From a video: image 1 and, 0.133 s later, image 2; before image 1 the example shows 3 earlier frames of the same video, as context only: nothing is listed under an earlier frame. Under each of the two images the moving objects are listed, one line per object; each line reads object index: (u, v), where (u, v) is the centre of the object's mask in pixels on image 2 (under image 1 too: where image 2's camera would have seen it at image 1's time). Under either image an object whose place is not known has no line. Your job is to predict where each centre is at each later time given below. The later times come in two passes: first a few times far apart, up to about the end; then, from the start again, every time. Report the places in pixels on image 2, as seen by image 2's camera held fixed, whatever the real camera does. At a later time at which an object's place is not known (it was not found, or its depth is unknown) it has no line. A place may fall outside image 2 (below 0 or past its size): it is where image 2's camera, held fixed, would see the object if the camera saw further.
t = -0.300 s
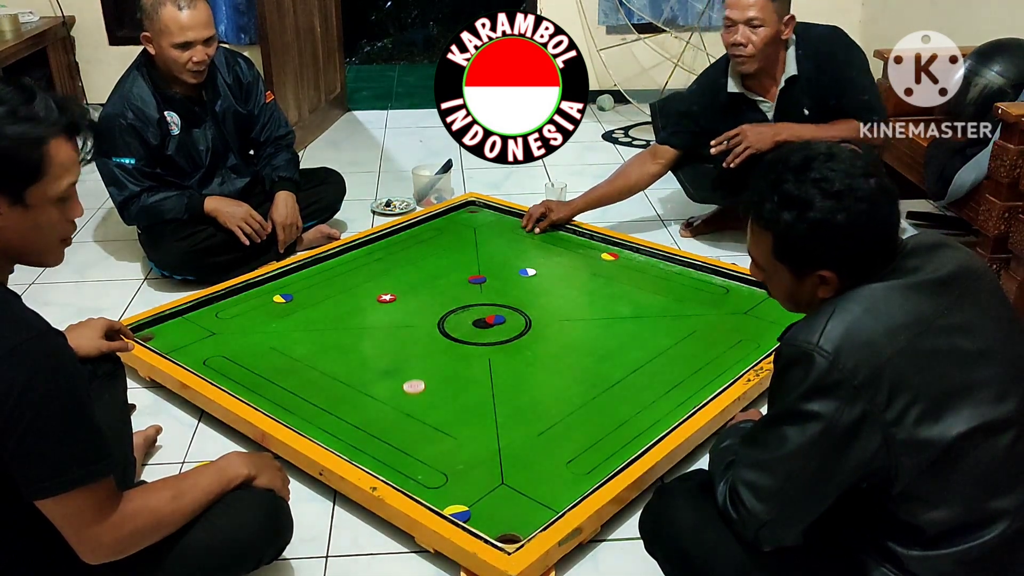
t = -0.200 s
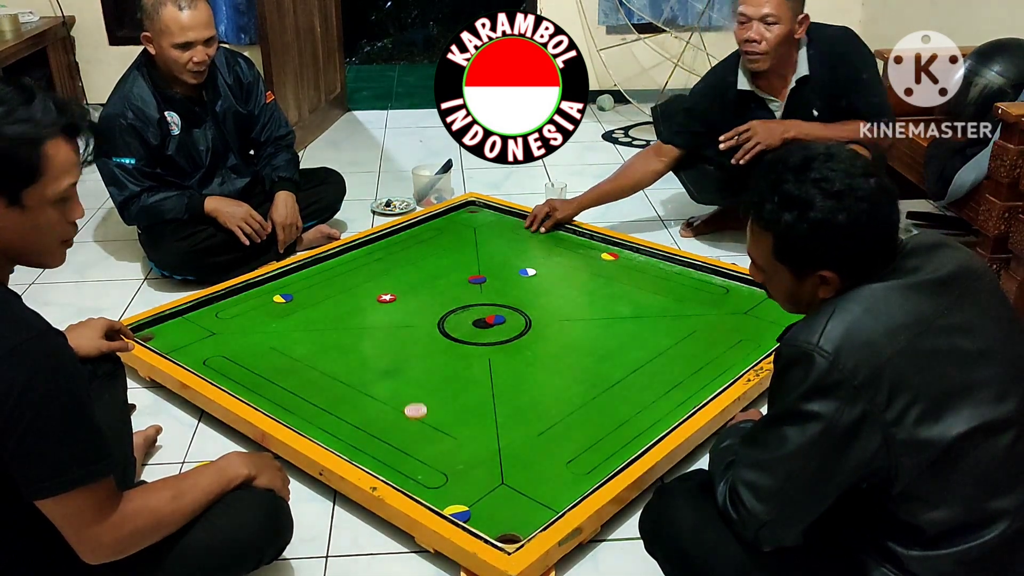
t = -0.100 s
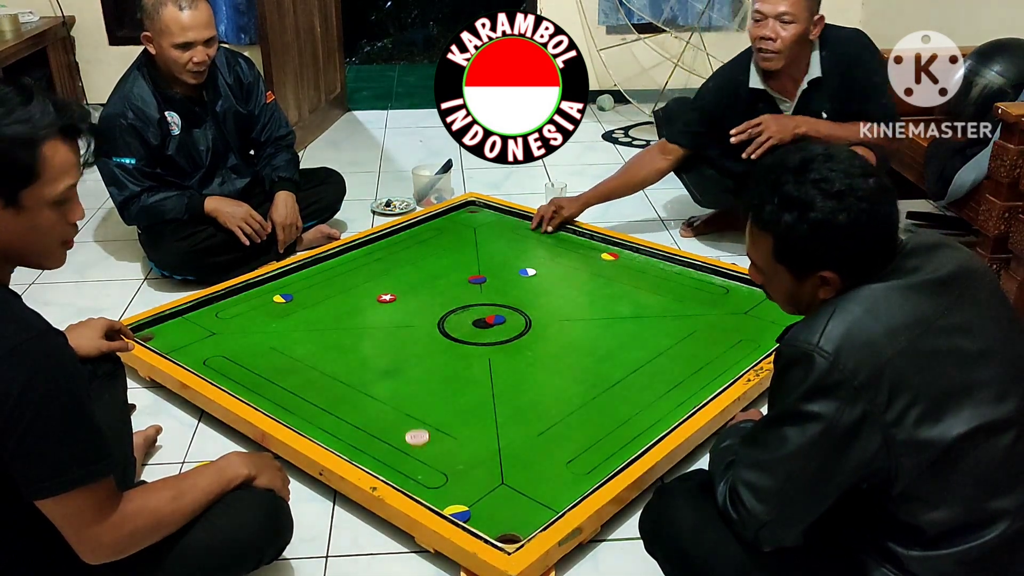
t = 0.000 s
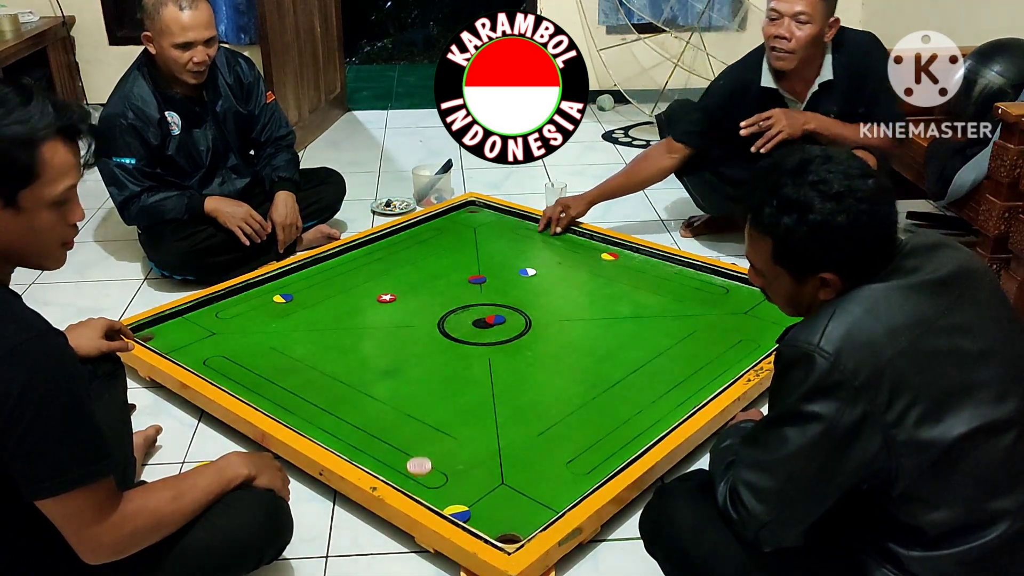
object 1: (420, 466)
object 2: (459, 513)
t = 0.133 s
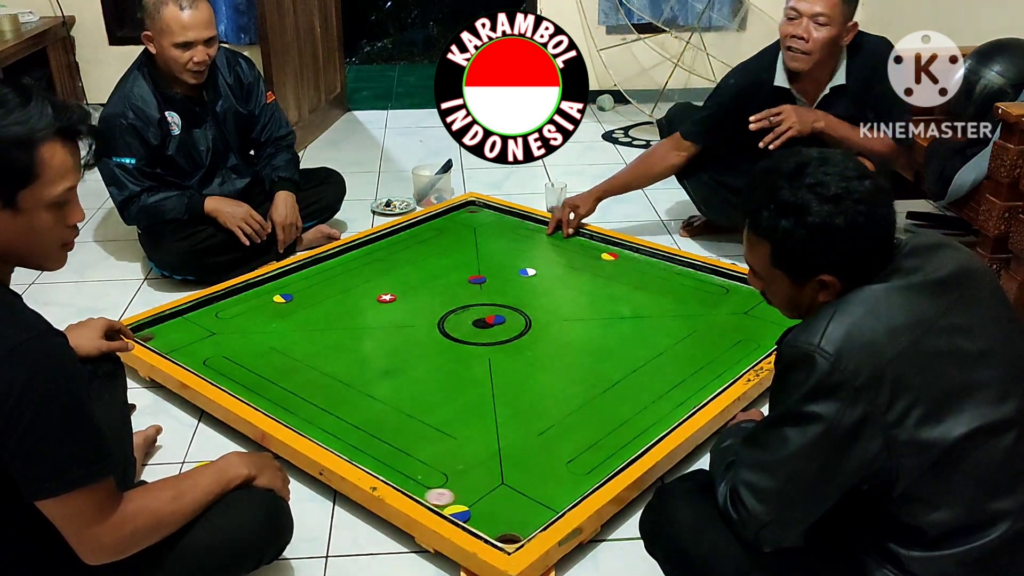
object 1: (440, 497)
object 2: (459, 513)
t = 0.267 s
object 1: (490, 488)
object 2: (474, 517)
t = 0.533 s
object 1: (581, 470)
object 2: (508, 528)
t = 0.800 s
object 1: (625, 436)
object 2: (521, 528)
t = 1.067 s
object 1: (640, 400)
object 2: (520, 522)
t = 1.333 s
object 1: (653, 371)
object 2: (519, 522)
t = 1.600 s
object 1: (665, 347)
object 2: (518, 523)
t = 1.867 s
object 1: (674, 326)
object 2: (517, 525)
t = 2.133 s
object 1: (681, 309)
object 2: (516, 528)
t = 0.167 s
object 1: (454, 496)
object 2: (461, 513)
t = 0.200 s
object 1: (466, 493)
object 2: (465, 515)
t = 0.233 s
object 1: (478, 491)
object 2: (469, 516)
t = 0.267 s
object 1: (490, 488)
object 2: (474, 517)
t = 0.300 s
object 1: (502, 486)
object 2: (478, 519)
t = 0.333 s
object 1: (513, 483)
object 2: (482, 520)
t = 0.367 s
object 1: (525, 481)
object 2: (486, 521)
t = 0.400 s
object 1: (537, 478)
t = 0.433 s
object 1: (548, 476)
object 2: (495, 524)
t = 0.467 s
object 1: (559, 474)
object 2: (499, 525)
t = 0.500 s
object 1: (570, 472)
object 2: (504, 526)
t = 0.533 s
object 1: (581, 470)
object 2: (508, 528)
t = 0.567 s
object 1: (592, 468)
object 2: (512, 530)
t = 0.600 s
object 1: (602, 466)
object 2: (516, 531)
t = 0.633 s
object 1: (611, 463)
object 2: (519, 532)
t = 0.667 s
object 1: (616, 458)
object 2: (521, 532)
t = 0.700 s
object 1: (619, 453)
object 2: (521, 531)
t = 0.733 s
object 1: (622, 447)
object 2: (521, 529)
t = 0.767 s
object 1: (623, 442)
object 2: (521, 528)
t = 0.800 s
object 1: (625, 436)
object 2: (521, 528)
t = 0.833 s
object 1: (627, 431)
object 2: (521, 527)
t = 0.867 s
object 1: (629, 426)
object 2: (521, 526)
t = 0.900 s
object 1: (631, 421)
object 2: (521, 525)
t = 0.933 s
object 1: (633, 416)
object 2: (520, 524)
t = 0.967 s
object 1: (635, 412)
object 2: (520, 524)
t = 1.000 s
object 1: (637, 408)
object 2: (520, 523)
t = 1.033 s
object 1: (638, 404)
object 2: (520, 523)
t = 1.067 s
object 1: (640, 400)
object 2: (520, 522)
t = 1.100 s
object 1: (641, 396)
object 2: (519, 522)
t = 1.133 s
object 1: (643, 392)
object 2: (519, 522)
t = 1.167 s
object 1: (645, 388)
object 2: (519, 522)
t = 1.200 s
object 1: (647, 385)
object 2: (519, 522)
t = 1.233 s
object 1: (648, 381)
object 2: (519, 522)
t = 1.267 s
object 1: (650, 378)
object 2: (519, 522)
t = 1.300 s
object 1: (652, 374)
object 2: (519, 522)
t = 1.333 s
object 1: (653, 371)
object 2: (519, 522)
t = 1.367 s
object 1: (654, 368)
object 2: (519, 522)
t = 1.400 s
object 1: (656, 364)
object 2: (519, 522)
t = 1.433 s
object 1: (657, 361)
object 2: (519, 522)
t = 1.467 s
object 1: (659, 358)
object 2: (519, 522)
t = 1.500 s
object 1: (660, 355)
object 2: (518, 522)
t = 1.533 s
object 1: (662, 353)
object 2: (519, 523)
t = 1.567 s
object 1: (663, 350)
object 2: (518, 523)
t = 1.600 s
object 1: (665, 347)
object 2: (518, 523)
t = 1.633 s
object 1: (666, 344)
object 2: (518, 523)
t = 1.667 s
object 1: (667, 342)
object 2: (518, 524)
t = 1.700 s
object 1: (668, 339)
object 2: (518, 524)
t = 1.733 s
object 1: (669, 336)
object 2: (518, 524)
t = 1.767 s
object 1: (670, 334)
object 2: (518, 524)
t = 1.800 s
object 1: (672, 331)
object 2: (518, 525)
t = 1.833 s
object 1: (673, 329)
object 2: (518, 525)
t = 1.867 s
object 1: (674, 326)
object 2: (517, 525)
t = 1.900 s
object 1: (675, 324)
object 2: (517, 526)
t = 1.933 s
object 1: (676, 322)
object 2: (517, 526)
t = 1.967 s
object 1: (677, 320)
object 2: (517, 526)
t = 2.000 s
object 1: (677, 318)
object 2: (517, 527)
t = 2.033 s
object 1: (678, 315)
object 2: (517, 527)
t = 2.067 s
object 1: (679, 313)
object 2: (517, 527)
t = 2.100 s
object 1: (680, 311)
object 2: (516, 527)
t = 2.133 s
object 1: (681, 309)
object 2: (516, 528)
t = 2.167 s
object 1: (682, 308)
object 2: (516, 528)
